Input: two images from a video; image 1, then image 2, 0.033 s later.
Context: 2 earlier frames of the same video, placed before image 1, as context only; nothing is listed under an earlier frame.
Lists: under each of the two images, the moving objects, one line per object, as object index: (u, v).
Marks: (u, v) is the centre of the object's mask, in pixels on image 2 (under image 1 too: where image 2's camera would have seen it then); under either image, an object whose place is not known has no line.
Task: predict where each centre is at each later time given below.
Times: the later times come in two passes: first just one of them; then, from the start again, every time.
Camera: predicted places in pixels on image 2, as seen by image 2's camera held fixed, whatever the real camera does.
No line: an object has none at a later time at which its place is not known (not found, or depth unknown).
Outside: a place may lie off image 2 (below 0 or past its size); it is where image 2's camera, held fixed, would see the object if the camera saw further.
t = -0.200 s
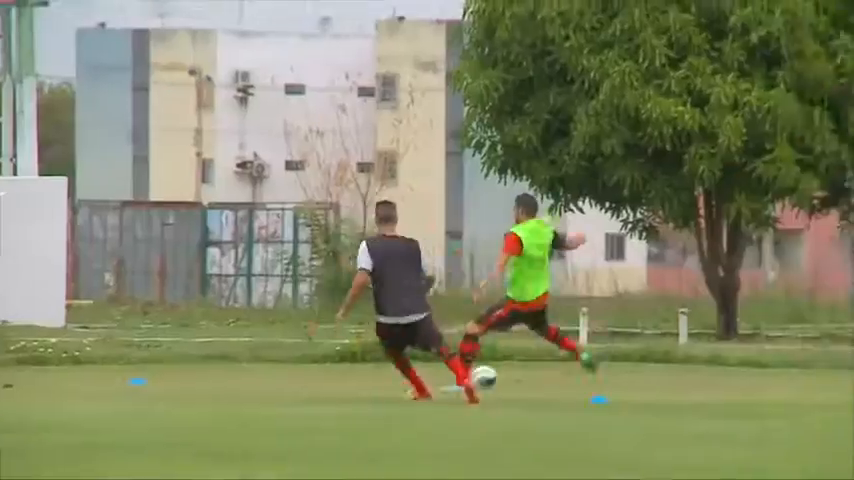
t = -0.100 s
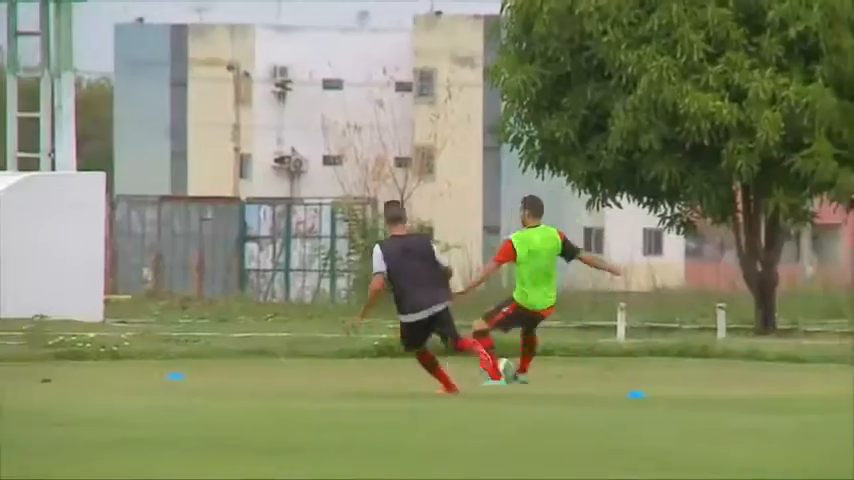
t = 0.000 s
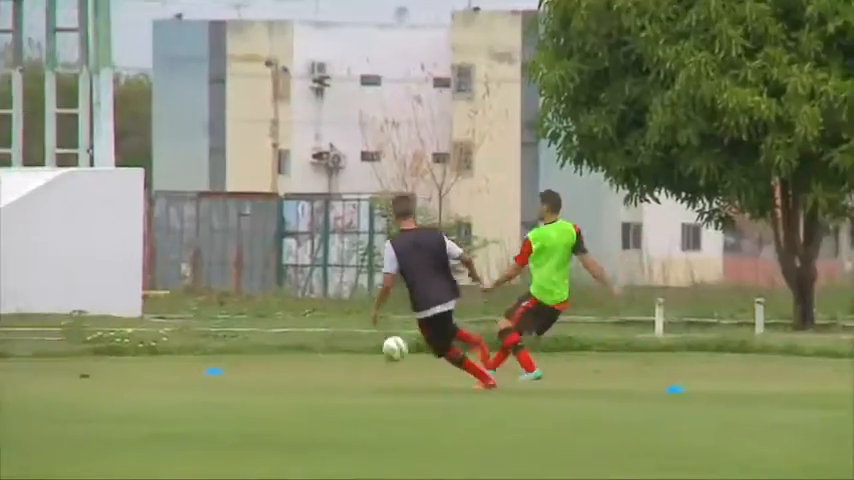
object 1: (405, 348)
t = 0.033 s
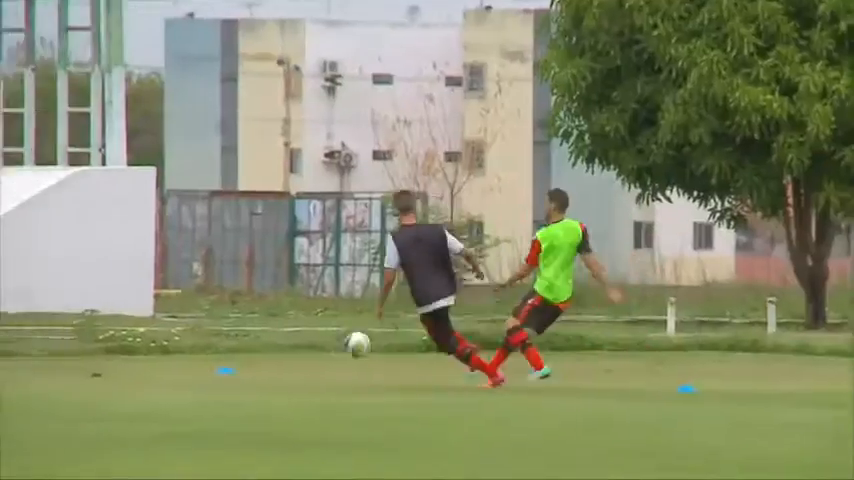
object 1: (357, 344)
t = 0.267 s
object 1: (10, 358)
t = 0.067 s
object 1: (308, 341)
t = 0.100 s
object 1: (258, 340)
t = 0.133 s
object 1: (208, 340)
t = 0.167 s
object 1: (159, 342)
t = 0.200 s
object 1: (109, 346)
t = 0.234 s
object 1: (60, 351)
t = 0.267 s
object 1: (10, 358)
